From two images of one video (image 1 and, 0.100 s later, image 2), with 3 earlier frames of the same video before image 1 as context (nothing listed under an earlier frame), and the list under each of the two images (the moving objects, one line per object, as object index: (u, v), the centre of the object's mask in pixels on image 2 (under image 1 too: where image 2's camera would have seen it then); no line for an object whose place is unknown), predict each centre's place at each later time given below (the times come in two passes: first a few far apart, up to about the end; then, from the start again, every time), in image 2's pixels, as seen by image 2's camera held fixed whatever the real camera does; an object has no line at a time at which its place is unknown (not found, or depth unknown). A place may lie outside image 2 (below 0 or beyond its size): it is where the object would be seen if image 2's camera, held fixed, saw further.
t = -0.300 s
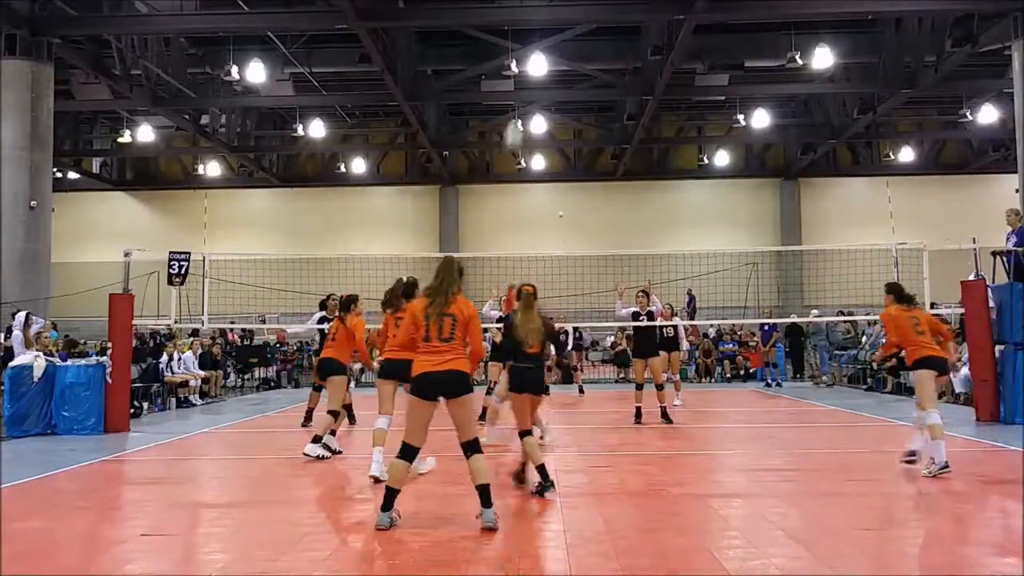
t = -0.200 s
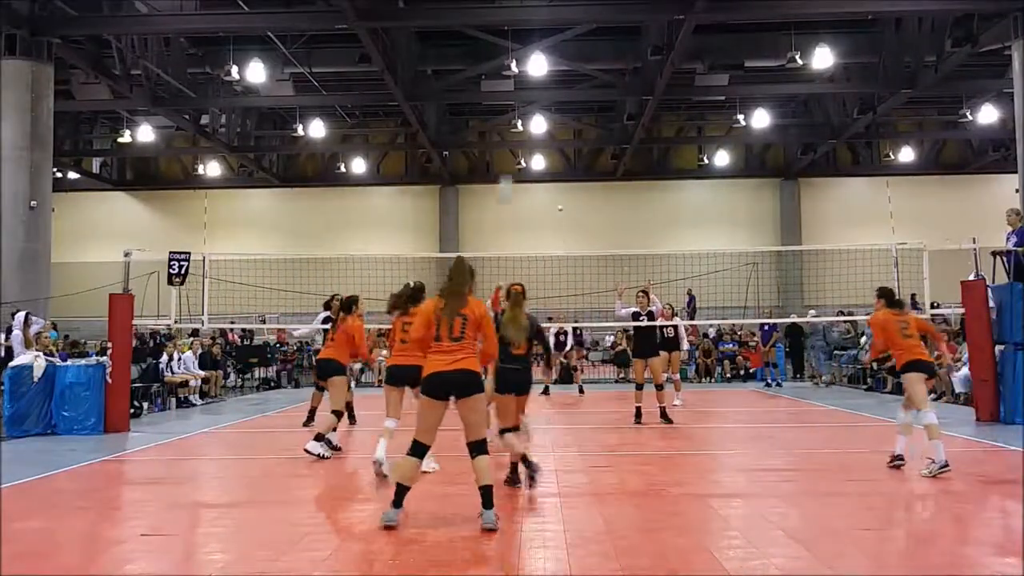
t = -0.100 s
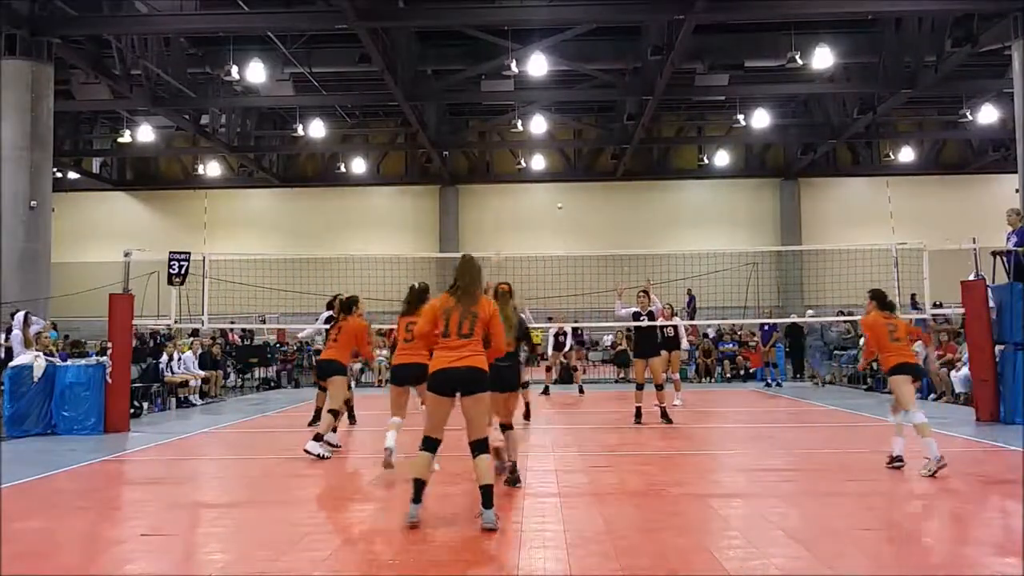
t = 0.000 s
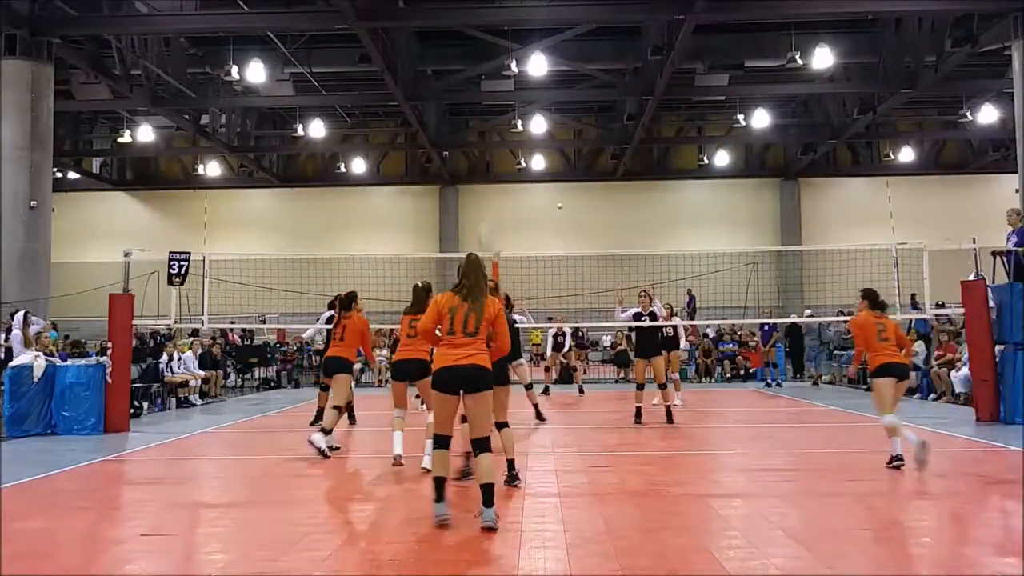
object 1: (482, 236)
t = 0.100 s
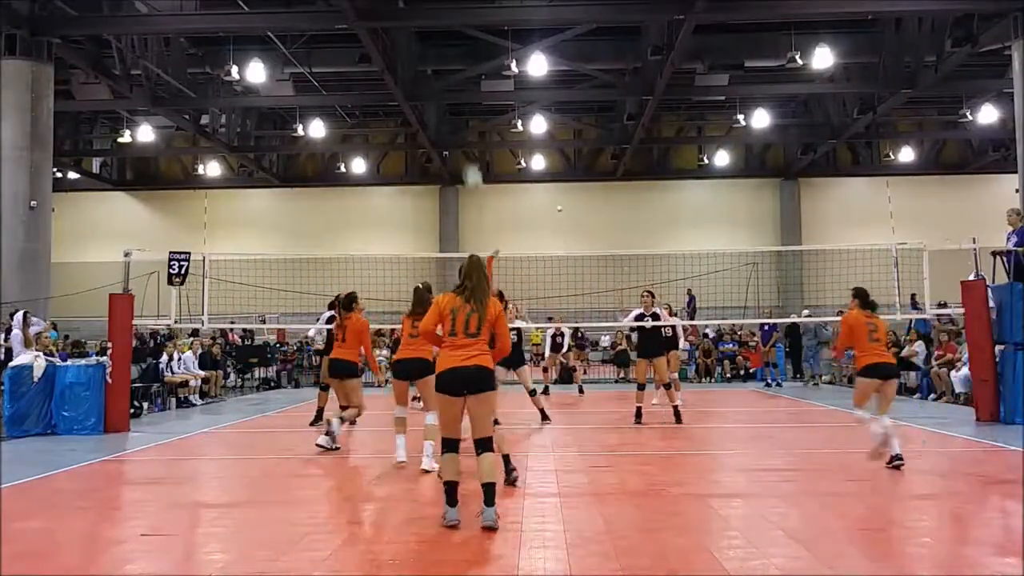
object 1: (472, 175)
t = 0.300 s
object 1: (448, 89)
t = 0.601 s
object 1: (411, 24)
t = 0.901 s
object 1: (377, 36)
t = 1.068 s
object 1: (359, 75)
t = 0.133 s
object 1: (468, 161)
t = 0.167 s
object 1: (464, 143)
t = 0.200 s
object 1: (460, 129)
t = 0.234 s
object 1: (456, 115)
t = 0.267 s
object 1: (452, 102)
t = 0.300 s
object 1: (448, 89)
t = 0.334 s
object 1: (443, 78)
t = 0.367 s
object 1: (439, 68)
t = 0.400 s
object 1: (435, 58)
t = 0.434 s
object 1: (431, 50)
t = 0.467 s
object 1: (427, 43)
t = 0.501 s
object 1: (423, 37)
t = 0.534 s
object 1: (419, 32)
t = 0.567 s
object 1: (415, 27)
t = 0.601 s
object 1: (411, 24)
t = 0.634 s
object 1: (407, 22)
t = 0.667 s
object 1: (403, 20)
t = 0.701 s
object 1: (400, 20)
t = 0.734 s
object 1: (396, 20)
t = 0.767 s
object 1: (392, 21)
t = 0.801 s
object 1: (388, 24)
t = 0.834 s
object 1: (384, 27)
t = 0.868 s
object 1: (381, 31)
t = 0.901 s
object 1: (377, 36)
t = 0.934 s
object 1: (373, 41)
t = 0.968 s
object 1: (370, 48)
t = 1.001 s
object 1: (366, 56)
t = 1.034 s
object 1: (362, 65)
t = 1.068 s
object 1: (359, 75)
